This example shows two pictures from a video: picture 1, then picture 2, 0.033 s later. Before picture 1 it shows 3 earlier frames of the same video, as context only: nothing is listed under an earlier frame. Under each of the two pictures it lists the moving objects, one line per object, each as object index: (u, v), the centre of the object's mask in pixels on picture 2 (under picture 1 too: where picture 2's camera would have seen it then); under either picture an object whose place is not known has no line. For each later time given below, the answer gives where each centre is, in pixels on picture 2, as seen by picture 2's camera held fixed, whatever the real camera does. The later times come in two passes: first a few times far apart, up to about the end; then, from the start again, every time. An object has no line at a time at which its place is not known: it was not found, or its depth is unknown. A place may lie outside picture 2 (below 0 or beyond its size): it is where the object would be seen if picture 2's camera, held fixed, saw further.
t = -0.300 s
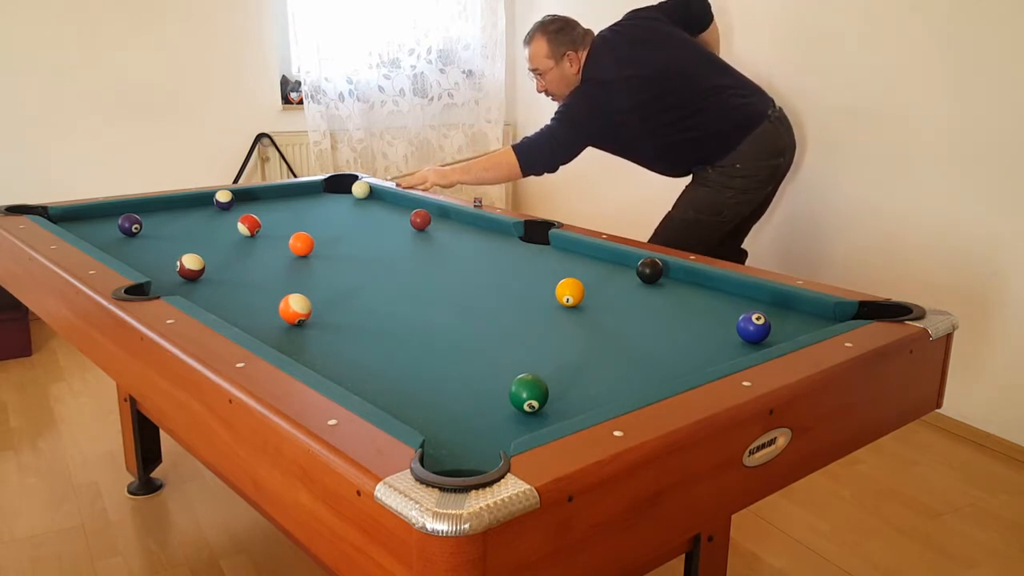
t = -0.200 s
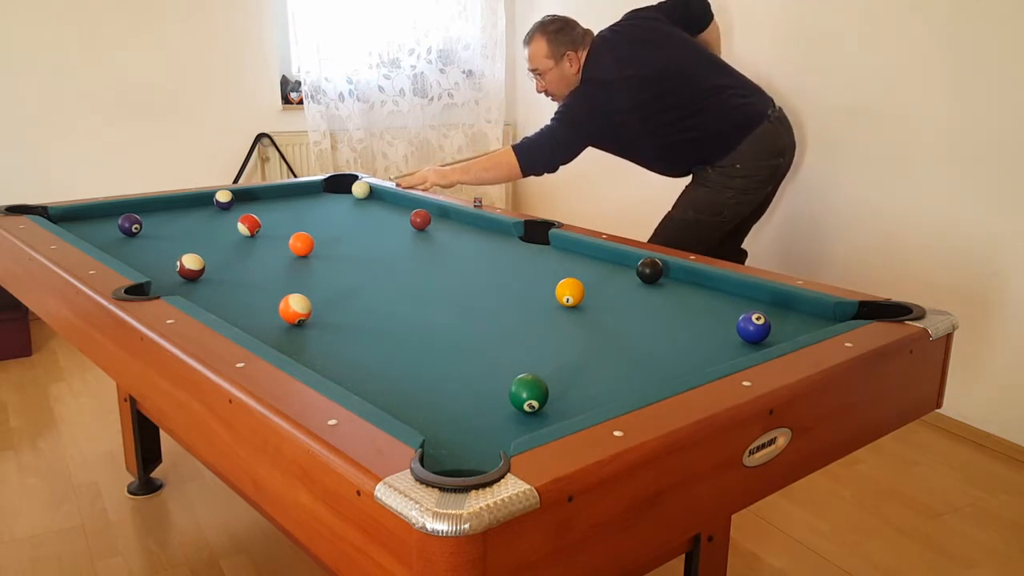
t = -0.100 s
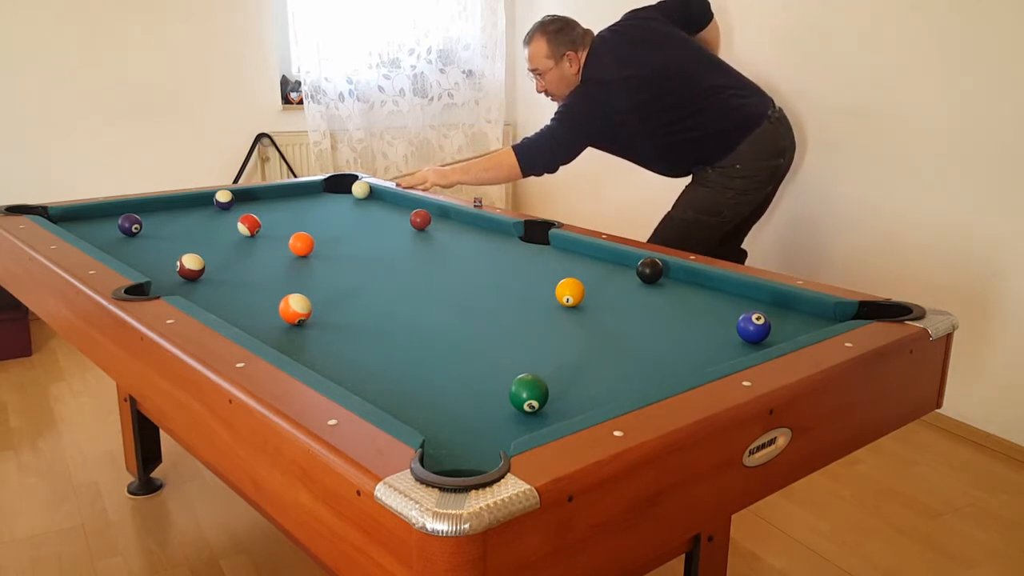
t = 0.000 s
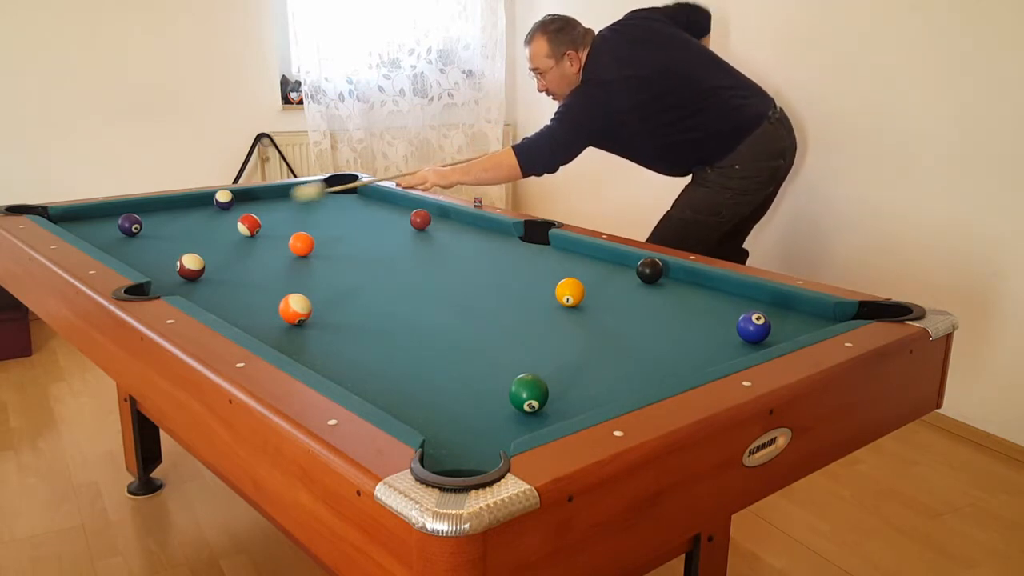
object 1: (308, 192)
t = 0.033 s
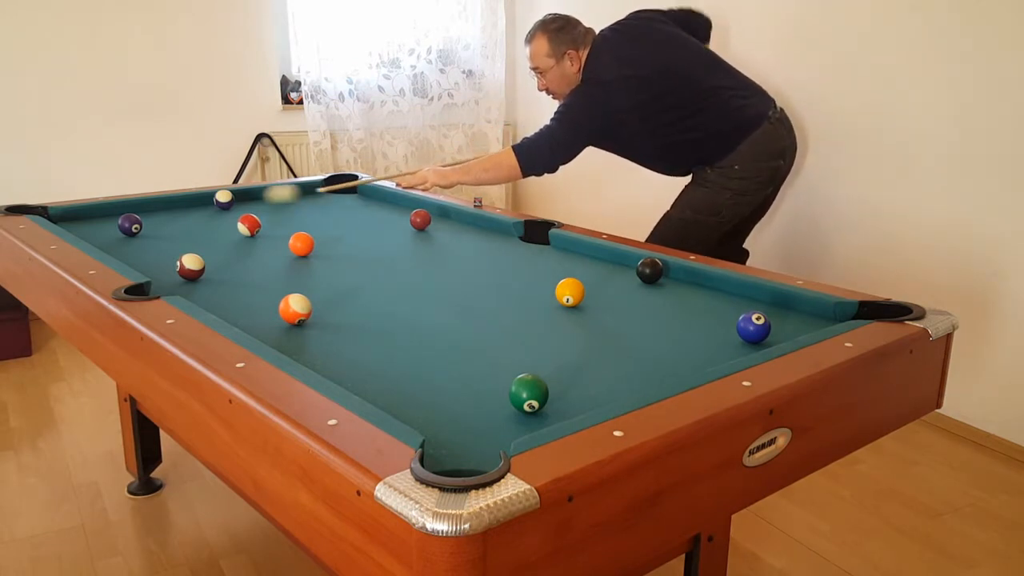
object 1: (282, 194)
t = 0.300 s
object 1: (218, 196)
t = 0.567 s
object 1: (174, 203)
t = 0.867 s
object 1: (118, 210)
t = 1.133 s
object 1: (68, 219)
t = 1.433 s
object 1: (91, 220)
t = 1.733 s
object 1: (123, 213)
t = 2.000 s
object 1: (154, 217)
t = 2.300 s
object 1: (183, 216)
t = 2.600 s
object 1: (208, 215)
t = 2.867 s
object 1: (229, 214)
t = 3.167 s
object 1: (251, 209)
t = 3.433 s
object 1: (268, 212)
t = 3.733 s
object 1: (286, 212)
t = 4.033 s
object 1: (301, 211)
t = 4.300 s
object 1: (314, 211)
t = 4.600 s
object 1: (327, 211)
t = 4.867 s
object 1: (337, 211)
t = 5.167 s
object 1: (347, 211)
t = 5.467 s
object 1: (356, 211)
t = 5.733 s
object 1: (362, 210)
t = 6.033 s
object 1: (369, 210)
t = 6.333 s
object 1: (375, 210)
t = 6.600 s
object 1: (379, 210)
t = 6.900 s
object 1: (383, 210)
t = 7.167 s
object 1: (385, 210)
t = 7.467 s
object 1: (387, 210)
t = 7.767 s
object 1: (387, 210)
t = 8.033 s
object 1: (387, 210)
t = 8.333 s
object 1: (387, 210)
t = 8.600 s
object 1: (387, 210)
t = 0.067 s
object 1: (255, 196)
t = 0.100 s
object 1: (242, 197)
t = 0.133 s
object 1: (240, 197)
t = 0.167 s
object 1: (237, 197)
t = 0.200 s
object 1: (233, 197)
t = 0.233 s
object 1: (229, 196)
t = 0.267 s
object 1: (224, 196)
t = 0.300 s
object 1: (218, 196)
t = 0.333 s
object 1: (213, 197)
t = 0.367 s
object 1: (208, 198)
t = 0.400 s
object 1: (203, 199)
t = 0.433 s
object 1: (197, 200)
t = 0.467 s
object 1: (191, 201)
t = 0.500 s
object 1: (186, 201)
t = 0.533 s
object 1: (180, 202)
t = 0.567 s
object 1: (174, 203)
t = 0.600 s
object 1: (168, 204)
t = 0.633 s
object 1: (162, 205)
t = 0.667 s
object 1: (156, 206)
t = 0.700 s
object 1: (150, 207)
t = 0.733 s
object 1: (144, 208)
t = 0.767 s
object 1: (138, 208)
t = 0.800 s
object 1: (132, 208)
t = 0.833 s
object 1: (125, 208)
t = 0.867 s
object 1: (118, 210)
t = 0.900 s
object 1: (112, 212)
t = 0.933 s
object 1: (107, 214)
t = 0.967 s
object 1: (100, 215)
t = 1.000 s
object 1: (94, 216)
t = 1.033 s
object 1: (87, 216)
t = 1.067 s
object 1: (81, 217)
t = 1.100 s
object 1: (74, 218)
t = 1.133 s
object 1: (68, 219)
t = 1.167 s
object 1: (62, 219)
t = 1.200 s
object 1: (61, 219)
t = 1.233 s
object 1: (65, 220)
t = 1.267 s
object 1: (70, 220)
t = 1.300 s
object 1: (74, 221)
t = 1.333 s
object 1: (78, 220)
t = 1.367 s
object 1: (82, 220)
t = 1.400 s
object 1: (87, 220)
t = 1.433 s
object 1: (91, 220)
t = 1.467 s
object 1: (95, 220)
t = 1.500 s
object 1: (99, 219)
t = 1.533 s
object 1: (103, 219)
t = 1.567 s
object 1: (106, 219)
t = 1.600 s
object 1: (109, 219)
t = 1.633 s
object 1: (112, 218)
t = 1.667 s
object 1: (115, 217)
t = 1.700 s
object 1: (118, 215)
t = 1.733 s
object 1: (123, 213)
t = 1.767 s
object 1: (129, 212)
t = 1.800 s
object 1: (135, 212)
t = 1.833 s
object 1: (140, 214)
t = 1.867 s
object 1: (144, 216)
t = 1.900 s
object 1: (146, 217)
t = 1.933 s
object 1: (149, 217)
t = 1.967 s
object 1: (151, 217)
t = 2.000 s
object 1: (154, 217)
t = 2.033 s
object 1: (157, 217)
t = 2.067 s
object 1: (161, 217)
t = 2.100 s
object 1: (164, 216)
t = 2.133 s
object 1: (167, 216)
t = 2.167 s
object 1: (170, 216)
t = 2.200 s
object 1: (174, 216)
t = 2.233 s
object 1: (177, 216)
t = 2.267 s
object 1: (180, 216)
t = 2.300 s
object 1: (183, 216)
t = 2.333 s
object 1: (185, 216)
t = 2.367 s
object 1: (188, 215)
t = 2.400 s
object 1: (191, 215)
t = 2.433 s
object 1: (194, 215)
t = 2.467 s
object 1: (197, 215)
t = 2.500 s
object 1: (200, 215)
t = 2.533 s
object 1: (203, 215)
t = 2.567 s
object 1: (205, 215)
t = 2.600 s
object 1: (208, 215)
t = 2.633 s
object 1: (211, 214)
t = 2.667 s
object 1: (213, 214)
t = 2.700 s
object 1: (216, 214)
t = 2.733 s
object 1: (219, 214)
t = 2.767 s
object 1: (222, 214)
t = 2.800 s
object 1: (224, 214)
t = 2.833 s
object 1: (227, 214)
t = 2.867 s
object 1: (229, 214)
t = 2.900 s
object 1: (231, 213)
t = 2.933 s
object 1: (233, 213)
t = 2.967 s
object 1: (235, 212)
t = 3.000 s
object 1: (237, 211)
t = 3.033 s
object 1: (240, 210)
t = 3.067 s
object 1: (242, 210)
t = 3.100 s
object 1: (245, 209)
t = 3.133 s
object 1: (248, 209)
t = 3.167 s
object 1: (251, 209)
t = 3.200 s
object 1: (253, 210)
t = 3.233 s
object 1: (256, 210)
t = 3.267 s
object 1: (258, 210)
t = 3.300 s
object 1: (261, 211)
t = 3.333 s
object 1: (262, 211)
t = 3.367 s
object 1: (264, 212)
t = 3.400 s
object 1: (266, 212)
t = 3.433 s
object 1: (268, 212)
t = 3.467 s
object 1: (270, 212)
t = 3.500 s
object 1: (272, 212)
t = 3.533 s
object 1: (274, 212)
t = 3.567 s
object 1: (276, 212)
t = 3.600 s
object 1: (278, 212)
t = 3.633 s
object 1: (280, 212)
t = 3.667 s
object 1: (282, 212)
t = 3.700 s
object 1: (284, 212)
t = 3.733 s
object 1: (286, 212)
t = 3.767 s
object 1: (287, 212)
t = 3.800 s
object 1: (289, 212)
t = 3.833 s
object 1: (291, 212)
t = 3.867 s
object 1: (293, 212)
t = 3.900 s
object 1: (295, 211)
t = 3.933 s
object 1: (296, 212)
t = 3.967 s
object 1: (298, 211)
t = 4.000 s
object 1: (299, 211)
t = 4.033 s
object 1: (301, 211)
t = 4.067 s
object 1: (303, 211)
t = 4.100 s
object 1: (305, 211)
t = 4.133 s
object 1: (306, 211)
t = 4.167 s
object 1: (308, 211)
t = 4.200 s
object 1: (309, 211)
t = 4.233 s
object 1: (311, 211)
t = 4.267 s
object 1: (312, 211)
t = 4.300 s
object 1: (314, 211)
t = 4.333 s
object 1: (315, 211)
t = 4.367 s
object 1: (317, 211)
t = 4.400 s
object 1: (318, 211)
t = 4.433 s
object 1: (320, 211)
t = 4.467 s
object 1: (321, 211)
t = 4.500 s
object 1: (322, 211)
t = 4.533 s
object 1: (324, 211)
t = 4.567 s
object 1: (325, 211)
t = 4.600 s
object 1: (327, 211)
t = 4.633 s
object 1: (328, 211)
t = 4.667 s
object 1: (329, 211)
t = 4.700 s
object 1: (331, 211)
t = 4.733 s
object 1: (332, 211)
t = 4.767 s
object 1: (333, 211)
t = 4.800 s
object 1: (334, 211)
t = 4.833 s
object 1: (335, 211)
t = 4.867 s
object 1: (337, 211)
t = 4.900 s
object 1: (338, 211)
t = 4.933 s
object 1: (339, 211)
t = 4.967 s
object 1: (340, 211)
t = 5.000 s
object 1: (341, 211)
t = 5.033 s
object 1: (342, 211)
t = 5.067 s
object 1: (343, 211)
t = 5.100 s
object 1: (344, 211)
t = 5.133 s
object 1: (346, 211)
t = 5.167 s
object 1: (347, 211)
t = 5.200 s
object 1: (348, 211)
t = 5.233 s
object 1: (349, 210)
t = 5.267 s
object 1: (350, 211)
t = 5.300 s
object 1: (351, 211)
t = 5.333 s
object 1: (352, 211)
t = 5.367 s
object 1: (353, 211)
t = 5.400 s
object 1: (354, 211)
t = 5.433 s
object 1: (355, 211)
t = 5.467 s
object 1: (356, 211)
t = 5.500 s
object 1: (357, 211)
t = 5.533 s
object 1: (357, 211)
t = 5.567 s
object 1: (358, 211)
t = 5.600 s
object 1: (359, 210)
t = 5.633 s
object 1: (360, 210)
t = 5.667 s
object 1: (361, 210)
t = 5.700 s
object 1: (362, 210)
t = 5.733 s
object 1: (362, 210)
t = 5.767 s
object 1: (363, 210)
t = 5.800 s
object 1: (364, 210)
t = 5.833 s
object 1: (365, 210)
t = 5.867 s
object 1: (366, 210)
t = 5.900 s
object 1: (366, 210)
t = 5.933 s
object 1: (367, 210)
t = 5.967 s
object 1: (368, 210)
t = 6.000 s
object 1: (369, 210)
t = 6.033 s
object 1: (369, 210)
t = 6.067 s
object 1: (370, 210)
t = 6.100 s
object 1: (371, 210)
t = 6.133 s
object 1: (371, 210)
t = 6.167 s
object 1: (372, 210)
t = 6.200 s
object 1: (373, 210)
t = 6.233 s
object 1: (373, 210)
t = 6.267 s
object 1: (374, 210)
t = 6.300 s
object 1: (374, 210)
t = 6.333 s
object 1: (375, 210)
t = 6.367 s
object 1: (375, 210)
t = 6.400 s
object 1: (376, 210)
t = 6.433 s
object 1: (376, 210)
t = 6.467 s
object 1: (377, 210)
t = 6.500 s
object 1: (378, 210)
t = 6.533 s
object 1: (378, 210)
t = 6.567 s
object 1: (379, 210)
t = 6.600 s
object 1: (379, 210)
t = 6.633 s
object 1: (380, 210)
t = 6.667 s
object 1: (380, 210)
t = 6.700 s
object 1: (381, 210)
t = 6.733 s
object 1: (381, 210)
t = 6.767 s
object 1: (381, 210)
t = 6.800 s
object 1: (382, 210)
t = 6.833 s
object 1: (382, 210)
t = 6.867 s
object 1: (382, 210)
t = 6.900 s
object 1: (383, 210)
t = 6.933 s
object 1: (383, 210)
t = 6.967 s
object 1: (383, 210)
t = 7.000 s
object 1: (384, 210)
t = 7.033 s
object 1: (384, 210)
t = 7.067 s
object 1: (384, 210)
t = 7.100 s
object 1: (385, 210)
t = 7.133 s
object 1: (385, 210)
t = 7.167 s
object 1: (385, 210)
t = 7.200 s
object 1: (385, 210)
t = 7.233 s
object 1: (386, 210)
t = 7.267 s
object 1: (386, 210)
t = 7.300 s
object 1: (386, 210)
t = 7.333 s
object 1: (386, 210)
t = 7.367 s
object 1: (387, 210)
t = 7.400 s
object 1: (387, 210)
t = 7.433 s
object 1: (387, 210)
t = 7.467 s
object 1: (387, 210)
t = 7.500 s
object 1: (387, 210)
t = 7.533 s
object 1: (387, 210)
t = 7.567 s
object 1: (387, 210)
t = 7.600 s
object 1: (387, 210)
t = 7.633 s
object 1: (387, 210)
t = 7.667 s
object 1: (387, 210)
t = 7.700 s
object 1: (387, 210)
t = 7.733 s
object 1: (387, 210)
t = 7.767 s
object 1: (387, 210)
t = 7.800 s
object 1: (387, 210)
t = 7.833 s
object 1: (387, 210)
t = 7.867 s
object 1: (387, 210)
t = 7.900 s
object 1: (387, 210)
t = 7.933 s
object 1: (387, 210)
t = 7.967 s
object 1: (387, 210)
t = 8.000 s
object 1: (387, 210)
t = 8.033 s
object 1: (387, 210)
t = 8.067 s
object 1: (387, 210)
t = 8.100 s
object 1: (387, 210)
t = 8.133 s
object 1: (387, 210)
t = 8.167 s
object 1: (387, 210)
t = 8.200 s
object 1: (387, 210)
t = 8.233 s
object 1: (387, 210)
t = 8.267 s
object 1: (387, 210)
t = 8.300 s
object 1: (387, 210)
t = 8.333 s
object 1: (387, 210)
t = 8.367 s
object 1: (387, 210)
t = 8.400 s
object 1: (387, 210)
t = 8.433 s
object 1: (387, 210)
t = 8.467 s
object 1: (387, 210)
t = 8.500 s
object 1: (387, 210)
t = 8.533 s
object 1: (387, 210)
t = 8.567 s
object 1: (387, 210)
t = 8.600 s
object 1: (387, 210)
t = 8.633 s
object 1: (387, 210)
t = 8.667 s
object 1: (387, 210)
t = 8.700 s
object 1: (387, 210)
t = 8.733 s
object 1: (387, 210)
